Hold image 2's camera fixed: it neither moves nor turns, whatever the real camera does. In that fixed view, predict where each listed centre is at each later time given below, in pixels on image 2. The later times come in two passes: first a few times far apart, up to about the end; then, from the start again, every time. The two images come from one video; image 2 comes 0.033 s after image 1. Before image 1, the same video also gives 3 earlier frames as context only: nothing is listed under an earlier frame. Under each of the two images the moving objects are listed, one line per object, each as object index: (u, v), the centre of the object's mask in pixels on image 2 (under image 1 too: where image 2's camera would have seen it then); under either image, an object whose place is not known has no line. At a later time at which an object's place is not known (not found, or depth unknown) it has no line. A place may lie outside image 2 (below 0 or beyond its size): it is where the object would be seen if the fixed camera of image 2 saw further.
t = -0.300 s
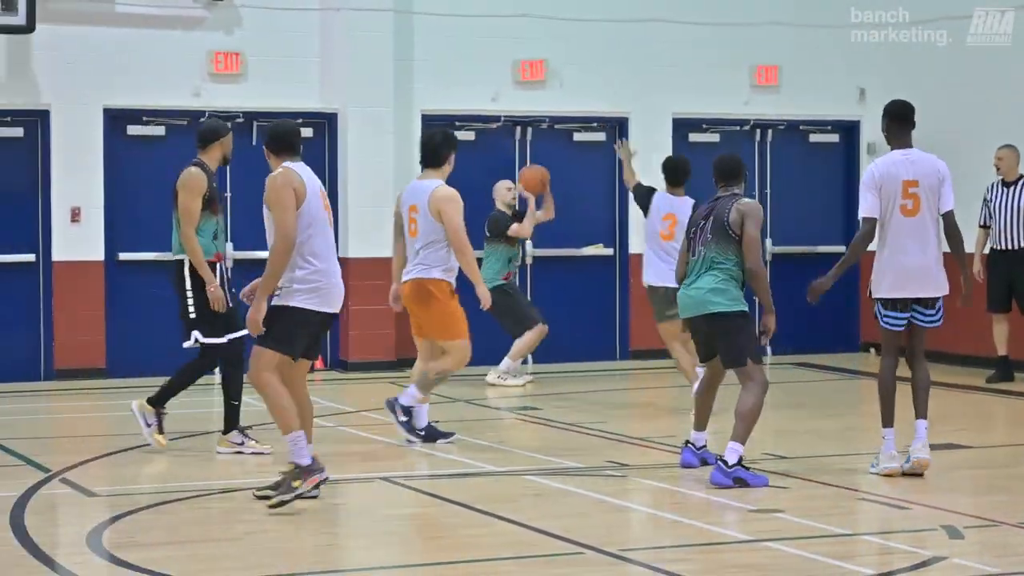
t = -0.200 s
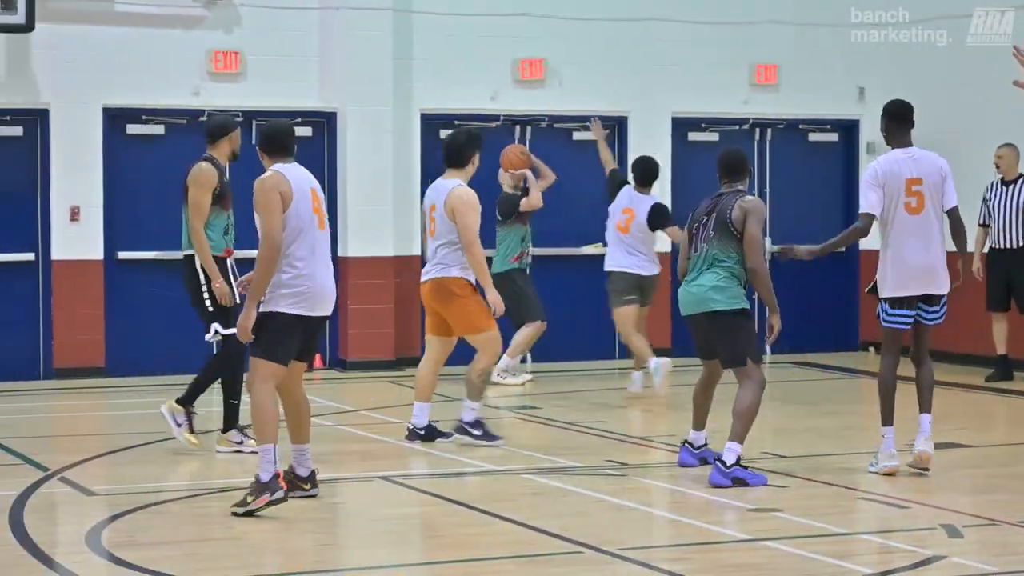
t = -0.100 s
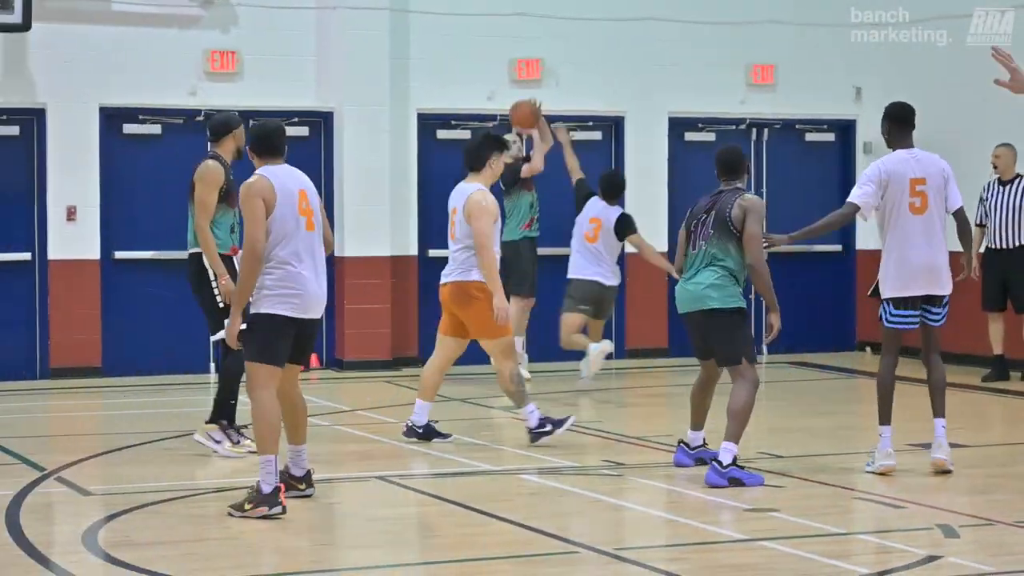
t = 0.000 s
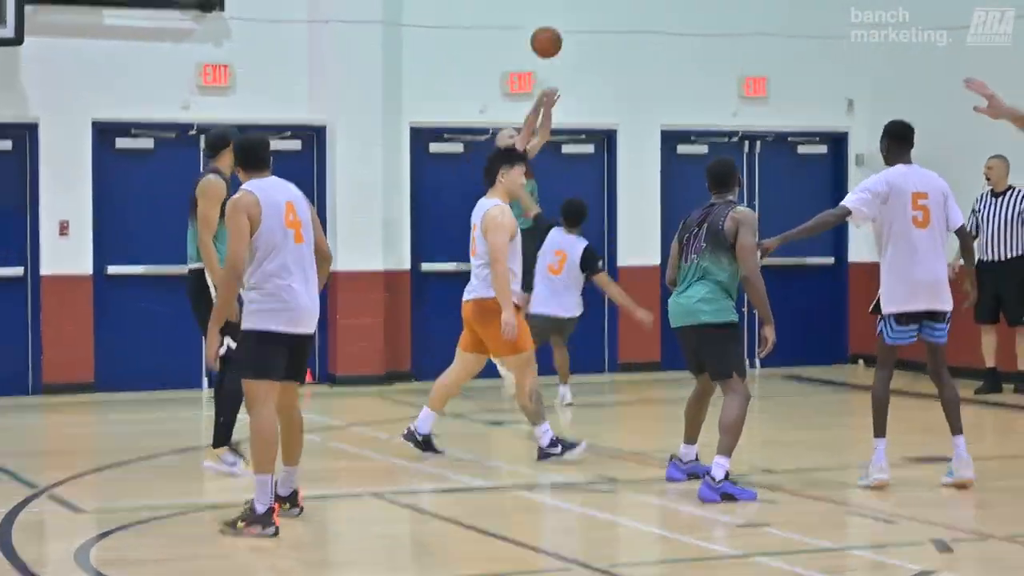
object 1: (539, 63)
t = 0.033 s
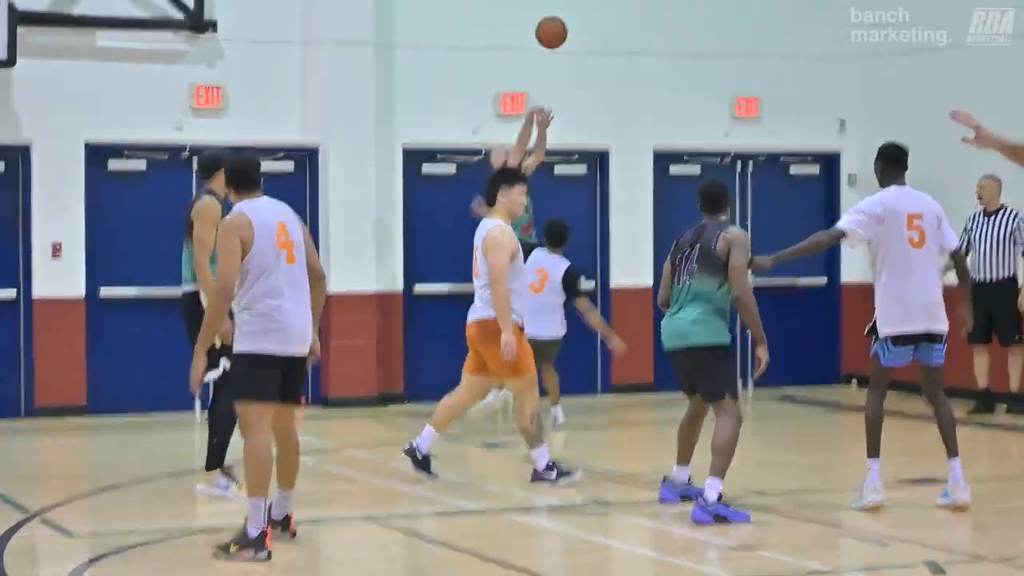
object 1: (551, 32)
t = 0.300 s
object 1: (665, -187)
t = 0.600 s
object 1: (810, -335)
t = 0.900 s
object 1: (992, -346)
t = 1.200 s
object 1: (1210, -165)
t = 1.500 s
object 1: (1028, -102)
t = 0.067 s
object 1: (564, 2)
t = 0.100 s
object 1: (578, -28)
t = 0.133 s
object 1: (591, -56)
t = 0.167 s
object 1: (605, -84)
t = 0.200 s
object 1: (620, -111)
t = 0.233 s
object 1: (634, -138)
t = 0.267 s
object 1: (650, -162)
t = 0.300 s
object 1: (665, -187)
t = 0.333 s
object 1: (680, -209)
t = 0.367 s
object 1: (694, -228)
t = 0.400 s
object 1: (710, -249)
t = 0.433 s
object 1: (726, -267)
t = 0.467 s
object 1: (742, -283)
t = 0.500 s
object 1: (758, -298)
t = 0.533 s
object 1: (775, -312)
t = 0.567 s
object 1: (792, -324)
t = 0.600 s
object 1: (810, -335)
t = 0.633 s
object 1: (828, -344)
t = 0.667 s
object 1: (847, -351)
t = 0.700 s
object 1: (866, -357)
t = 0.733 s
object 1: (886, -361)
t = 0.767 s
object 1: (906, -362)
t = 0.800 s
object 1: (927, -361)
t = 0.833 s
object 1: (949, -358)
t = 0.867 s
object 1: (971, -354)
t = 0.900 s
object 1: (992, -346)
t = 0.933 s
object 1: (1016, -338)
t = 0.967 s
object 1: (1037, -325)
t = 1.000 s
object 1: (1060, -311)
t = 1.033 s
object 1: (1085, -293)
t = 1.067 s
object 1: (1109, -274)
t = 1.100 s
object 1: (1133, -251)
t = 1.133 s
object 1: (1159, -225)
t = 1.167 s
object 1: (1184, -197)
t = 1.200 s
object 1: (1210, -165)
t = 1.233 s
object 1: (1236, -130)
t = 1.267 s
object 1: (1226, -123)
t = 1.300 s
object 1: (1199, -127)
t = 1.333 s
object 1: (1169, -128)
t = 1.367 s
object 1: (1141, -126)
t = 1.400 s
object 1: (1113, -124)
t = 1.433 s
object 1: (1085, -119)
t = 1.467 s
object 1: (1056, -112)
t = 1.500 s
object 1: (1028, -102)
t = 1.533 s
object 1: (999, -89)
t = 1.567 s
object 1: (971, -75)
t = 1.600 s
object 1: (940, -58)
